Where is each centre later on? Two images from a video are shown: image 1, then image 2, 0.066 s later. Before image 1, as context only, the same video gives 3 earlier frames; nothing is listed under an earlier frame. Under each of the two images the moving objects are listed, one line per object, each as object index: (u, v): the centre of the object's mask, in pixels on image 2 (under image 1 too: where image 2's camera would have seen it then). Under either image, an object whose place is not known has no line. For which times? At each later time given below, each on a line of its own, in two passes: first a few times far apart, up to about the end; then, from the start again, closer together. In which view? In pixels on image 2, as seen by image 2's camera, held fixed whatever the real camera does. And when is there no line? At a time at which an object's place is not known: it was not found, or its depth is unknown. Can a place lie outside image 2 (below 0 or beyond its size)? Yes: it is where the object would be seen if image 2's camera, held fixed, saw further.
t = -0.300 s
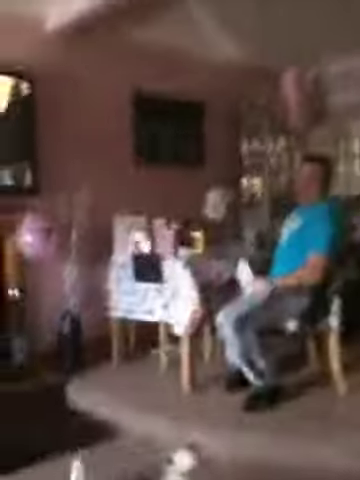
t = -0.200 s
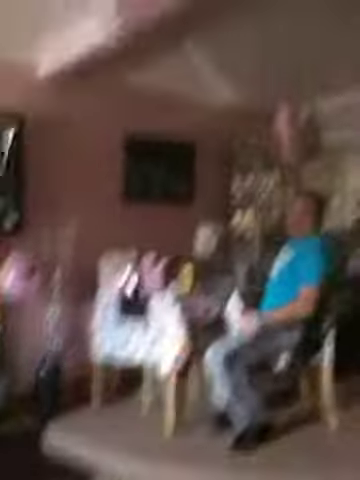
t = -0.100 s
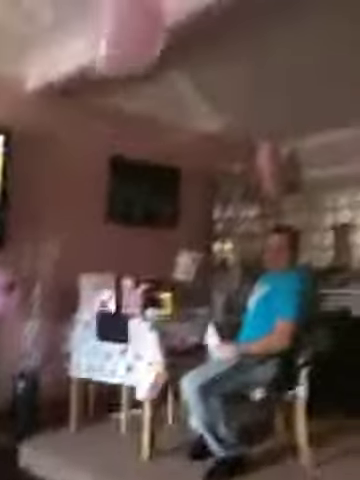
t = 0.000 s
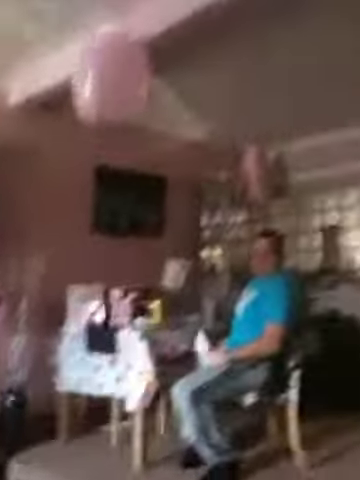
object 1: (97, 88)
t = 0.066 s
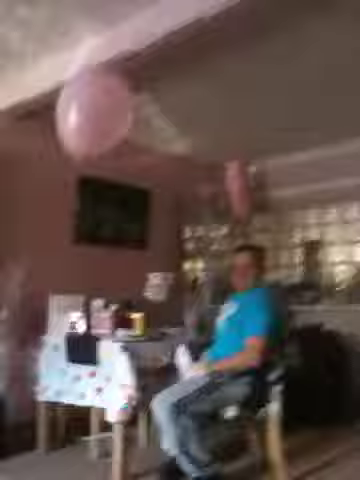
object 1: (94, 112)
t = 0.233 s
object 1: (89, 166)
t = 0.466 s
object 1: (76, 256)
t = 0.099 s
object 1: (92, 123)
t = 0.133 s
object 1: (93, 133)
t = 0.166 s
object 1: (92, 143)
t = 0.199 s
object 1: (90, 153)
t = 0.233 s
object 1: (89, 166)
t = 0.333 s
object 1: (83, 204)
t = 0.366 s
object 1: (81, 220)
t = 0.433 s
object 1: (78, 244)
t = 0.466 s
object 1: (76, 256)
